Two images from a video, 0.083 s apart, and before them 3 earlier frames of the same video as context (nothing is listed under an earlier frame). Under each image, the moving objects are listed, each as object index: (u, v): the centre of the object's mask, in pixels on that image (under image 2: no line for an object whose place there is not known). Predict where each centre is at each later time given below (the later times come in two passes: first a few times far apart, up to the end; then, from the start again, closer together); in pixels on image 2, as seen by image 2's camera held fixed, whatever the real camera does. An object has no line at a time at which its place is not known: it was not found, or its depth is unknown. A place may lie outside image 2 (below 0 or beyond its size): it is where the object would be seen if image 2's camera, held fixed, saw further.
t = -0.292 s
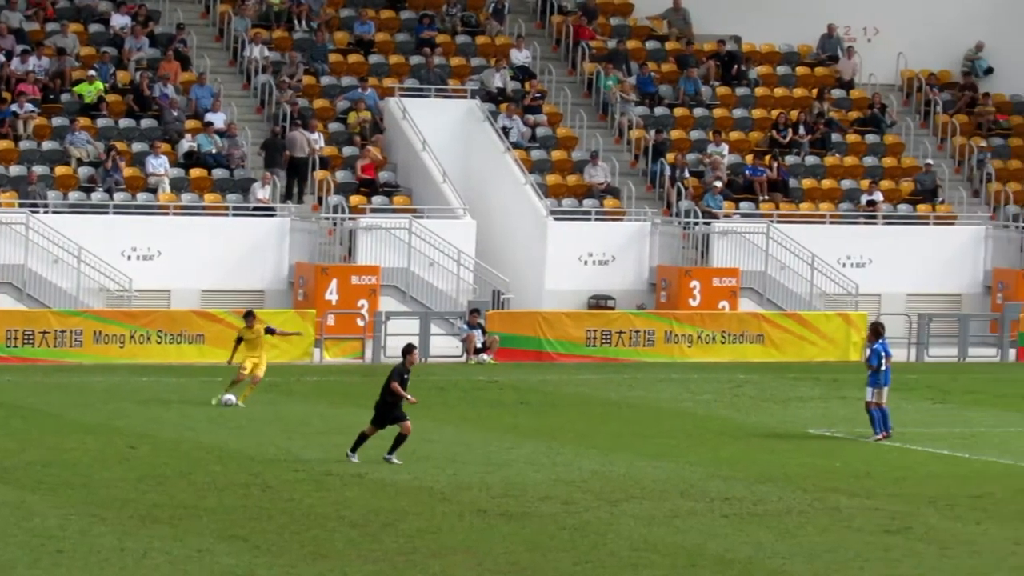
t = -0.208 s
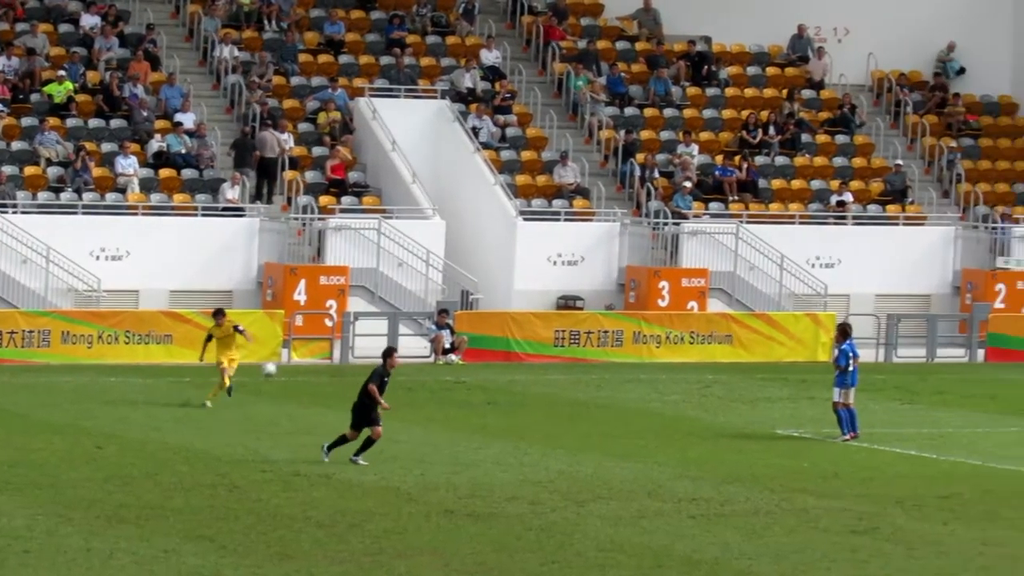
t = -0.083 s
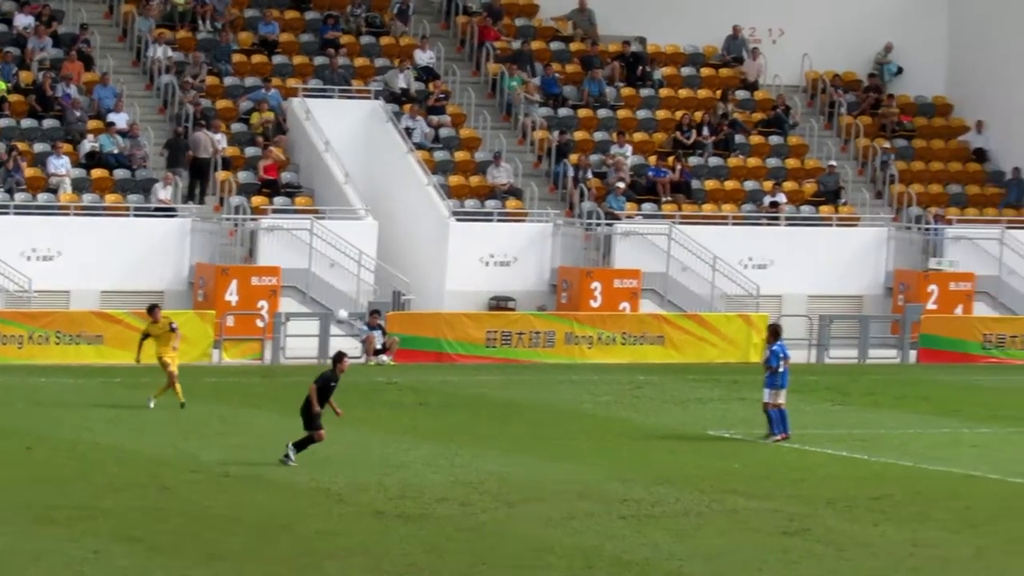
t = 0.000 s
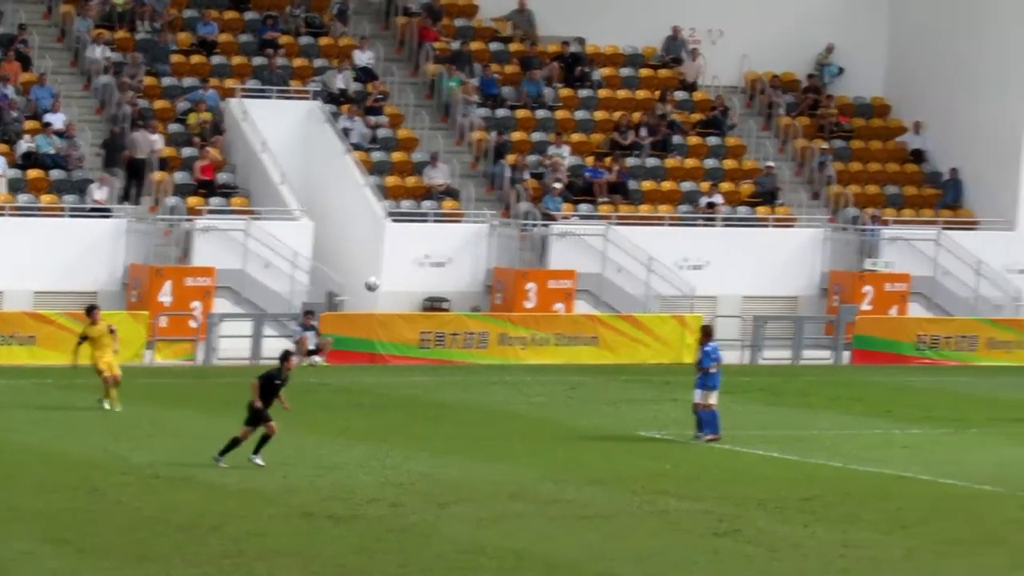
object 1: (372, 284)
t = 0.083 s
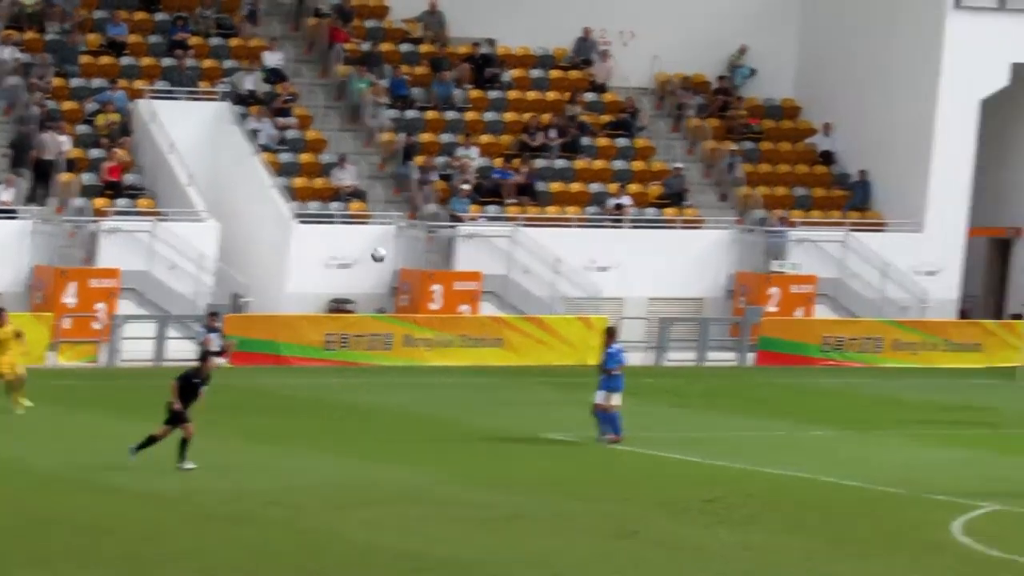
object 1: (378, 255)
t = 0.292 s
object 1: (640, 188)
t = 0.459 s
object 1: (856, 158)
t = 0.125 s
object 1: (431, 240)
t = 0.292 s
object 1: (640, 188)
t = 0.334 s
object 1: (692, 180)
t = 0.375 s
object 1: (747, 171)
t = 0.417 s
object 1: (801, 165)
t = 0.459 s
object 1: (856, 158)
